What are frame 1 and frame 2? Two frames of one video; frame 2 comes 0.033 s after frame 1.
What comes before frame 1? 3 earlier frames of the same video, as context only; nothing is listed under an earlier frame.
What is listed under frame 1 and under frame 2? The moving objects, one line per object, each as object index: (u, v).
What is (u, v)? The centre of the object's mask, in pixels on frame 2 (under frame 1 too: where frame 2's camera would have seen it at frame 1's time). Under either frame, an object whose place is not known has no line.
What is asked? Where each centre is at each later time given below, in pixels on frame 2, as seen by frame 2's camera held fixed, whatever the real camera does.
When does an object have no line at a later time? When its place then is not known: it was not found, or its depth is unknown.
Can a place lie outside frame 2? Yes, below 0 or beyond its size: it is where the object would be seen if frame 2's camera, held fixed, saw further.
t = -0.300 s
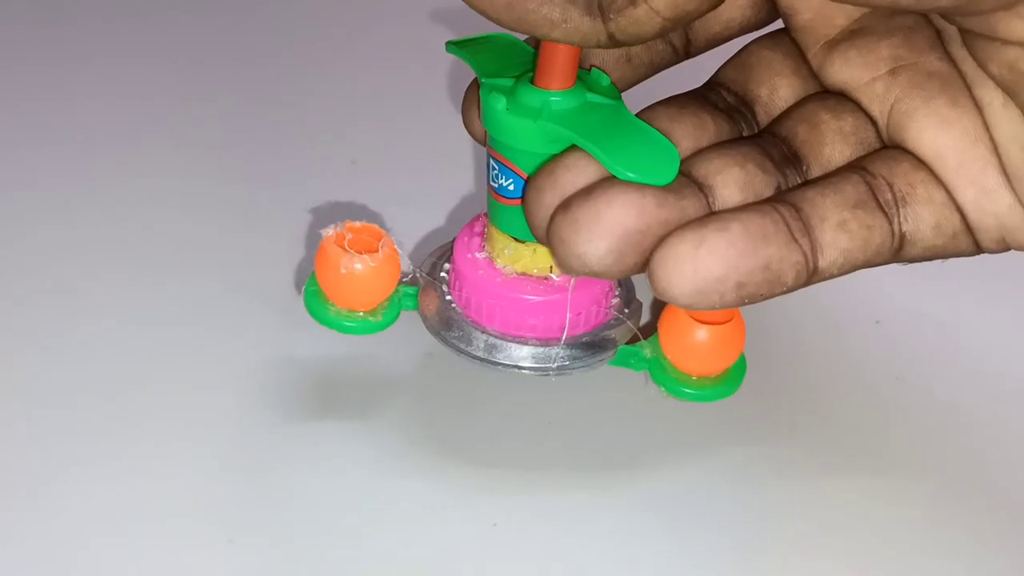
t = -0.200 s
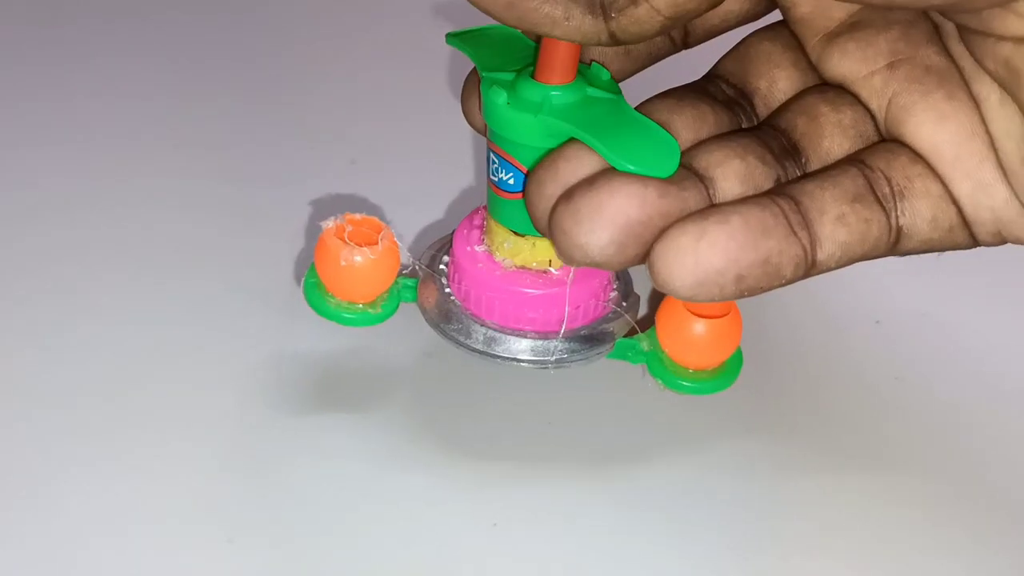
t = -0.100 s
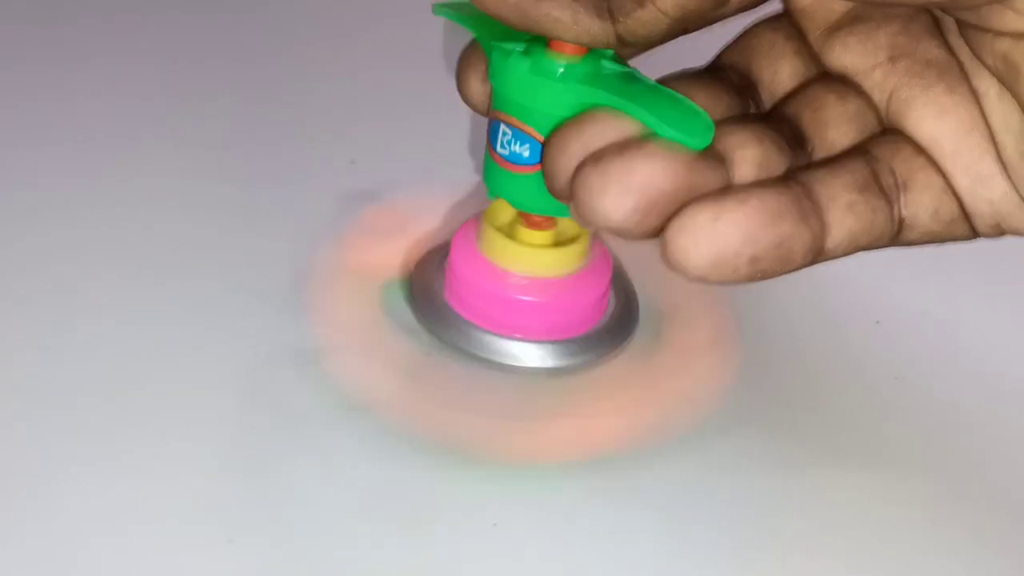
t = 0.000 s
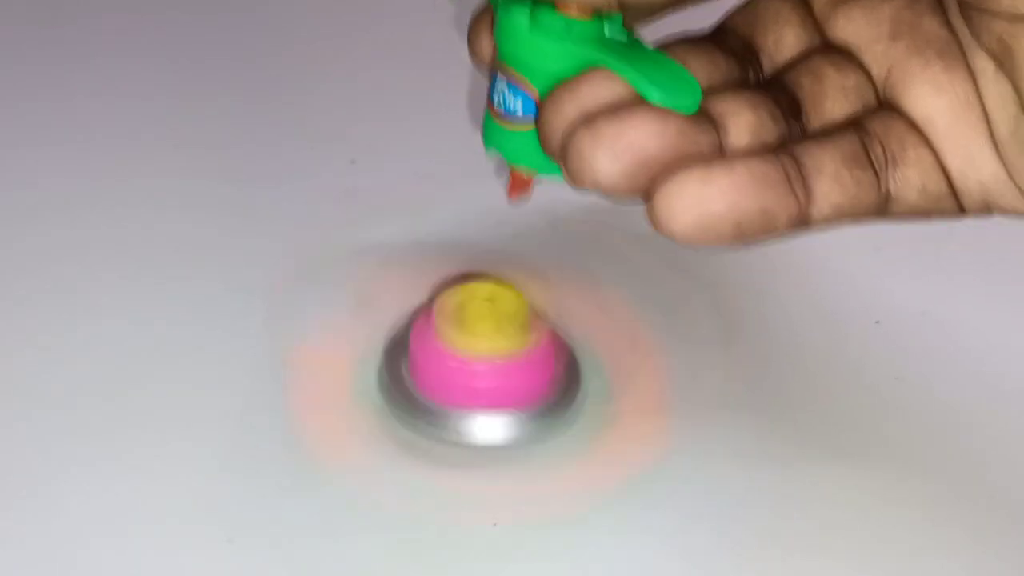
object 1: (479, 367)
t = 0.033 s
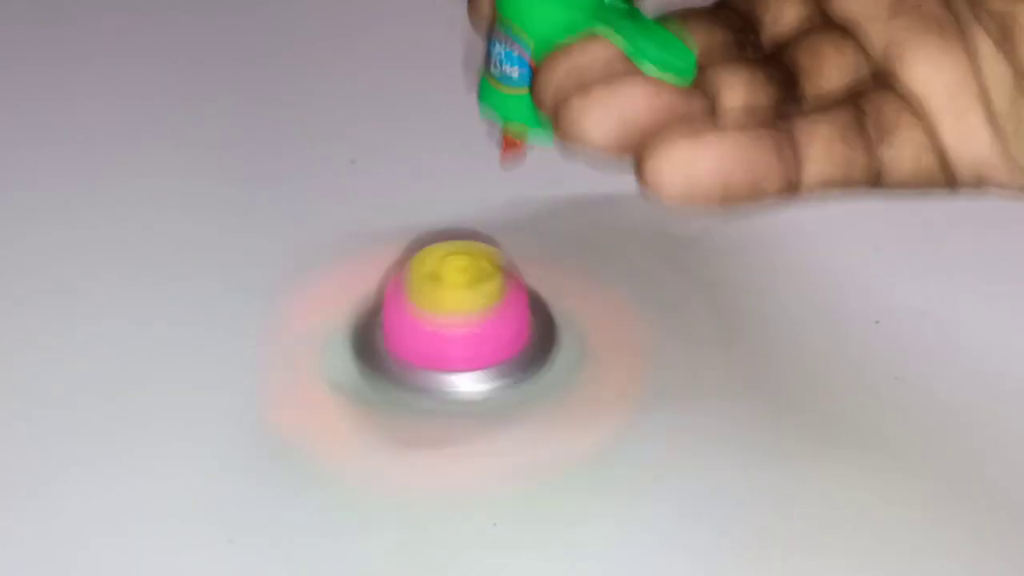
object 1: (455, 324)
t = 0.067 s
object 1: (428, 314)
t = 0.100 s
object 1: (395, 338)
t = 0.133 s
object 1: (364, 335)
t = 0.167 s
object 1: (334, 346)
